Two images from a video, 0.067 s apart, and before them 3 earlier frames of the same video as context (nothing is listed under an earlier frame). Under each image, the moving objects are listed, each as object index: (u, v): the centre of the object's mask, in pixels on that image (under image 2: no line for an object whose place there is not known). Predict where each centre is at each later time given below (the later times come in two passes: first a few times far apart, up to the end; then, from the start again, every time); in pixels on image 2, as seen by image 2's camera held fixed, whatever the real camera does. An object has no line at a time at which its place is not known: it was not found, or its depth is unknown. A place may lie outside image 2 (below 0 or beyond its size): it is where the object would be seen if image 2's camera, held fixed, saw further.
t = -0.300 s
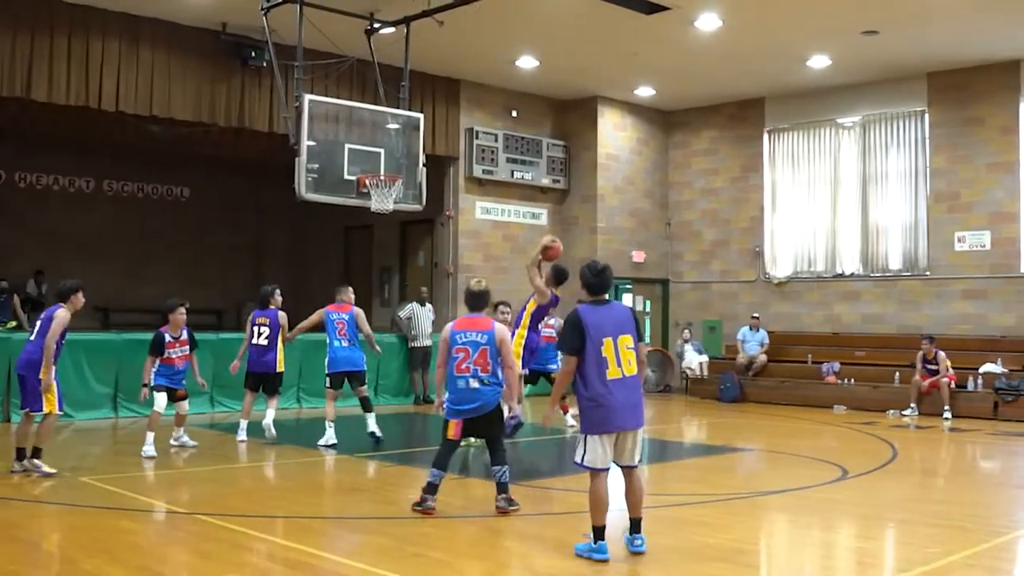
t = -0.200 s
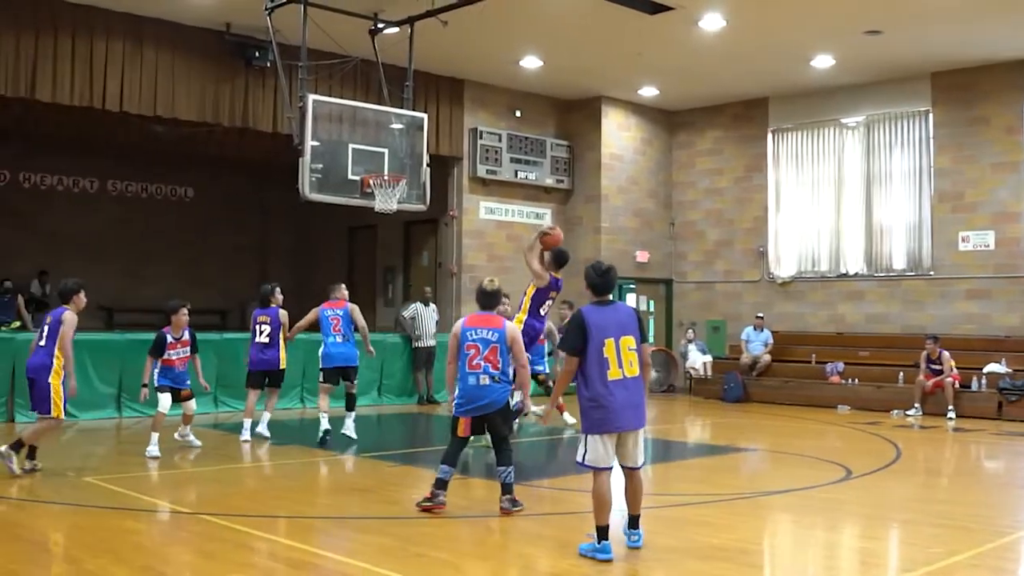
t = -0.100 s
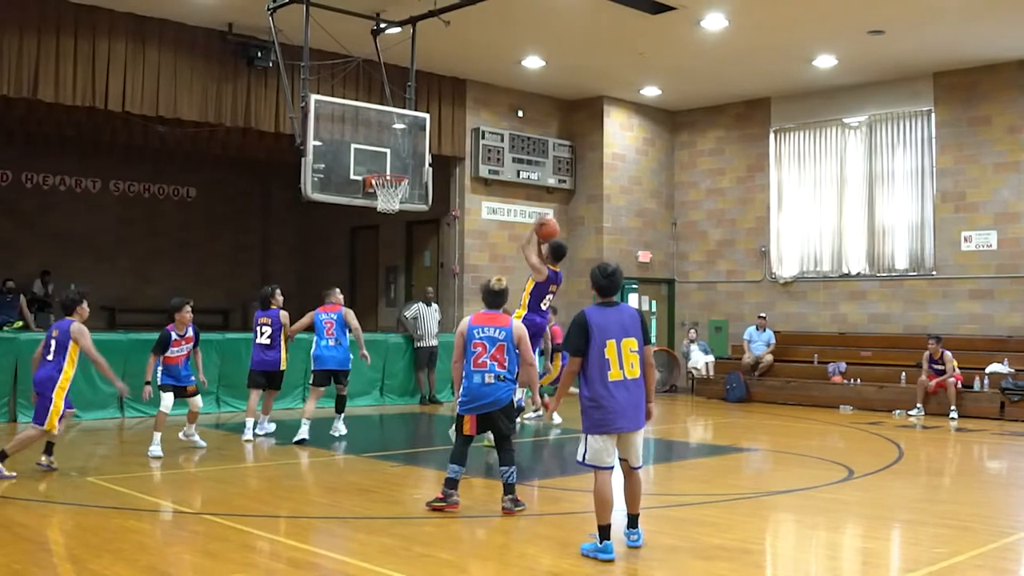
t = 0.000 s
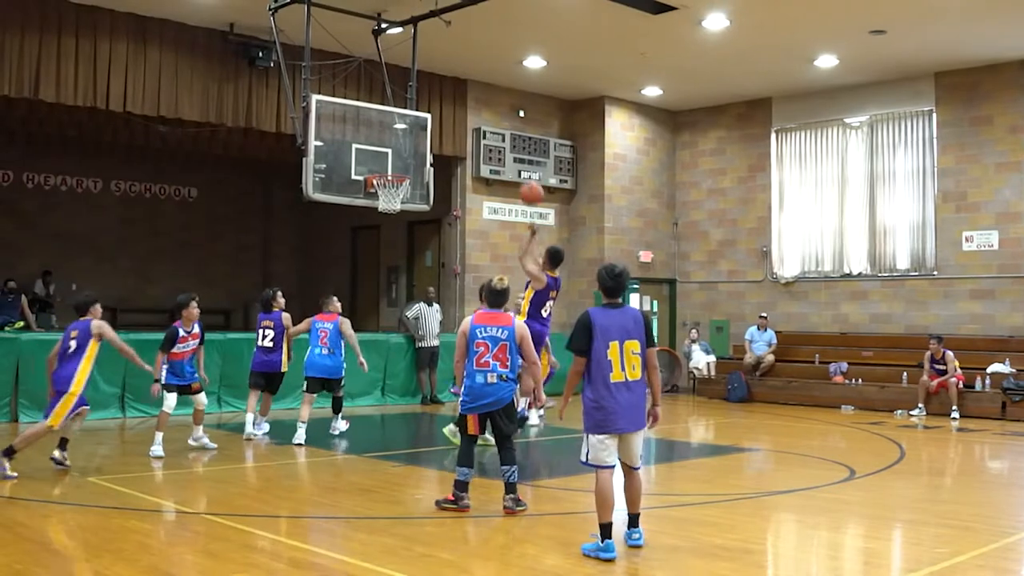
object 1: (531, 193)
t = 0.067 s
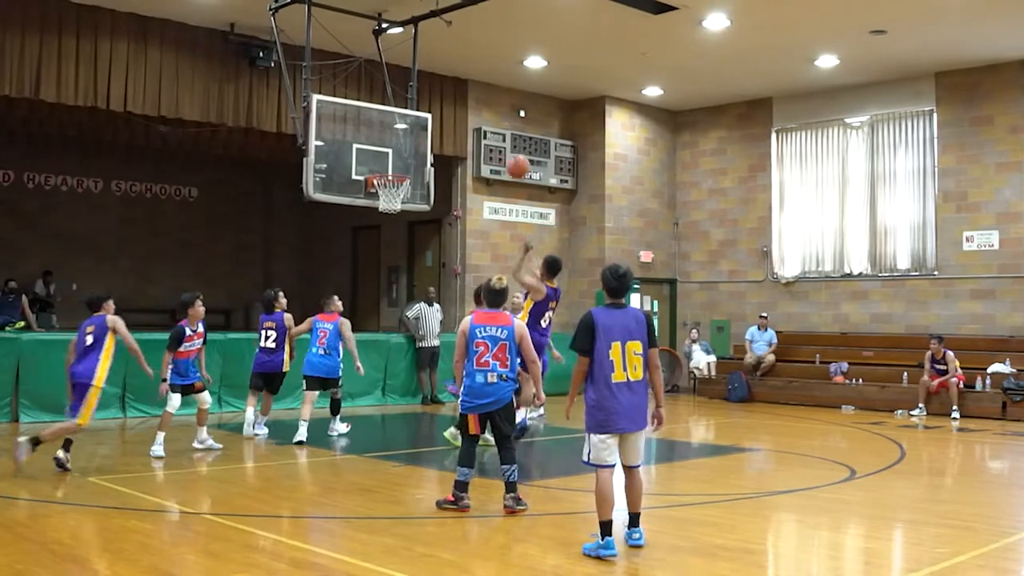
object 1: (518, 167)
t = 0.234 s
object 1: (486, 123)
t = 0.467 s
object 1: (446, 109)
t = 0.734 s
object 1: (405, 147)
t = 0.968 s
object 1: (381, 203)
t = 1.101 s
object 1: (380, 220)
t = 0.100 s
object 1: (512, 156)
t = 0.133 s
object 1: (506, 146)
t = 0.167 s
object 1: (498, 137)
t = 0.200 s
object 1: (493, 130)
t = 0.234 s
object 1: (486, 123)
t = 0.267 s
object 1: (480, 118)
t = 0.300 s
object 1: (474, 114)
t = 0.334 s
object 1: (469, 111)
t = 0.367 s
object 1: (463, 109)
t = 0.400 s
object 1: (457, 109)
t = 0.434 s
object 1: (452, 108)
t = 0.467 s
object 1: (446, 109)
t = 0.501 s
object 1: (441, 110)
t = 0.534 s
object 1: (436, 114)
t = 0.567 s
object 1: (431, 118)
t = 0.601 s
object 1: (426, 122)
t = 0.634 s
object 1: (419, 128)
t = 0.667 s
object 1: (415, 133)
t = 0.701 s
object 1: (410, 140)
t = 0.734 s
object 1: (405, 147)
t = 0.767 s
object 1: (400, 156)
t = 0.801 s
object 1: (395, 165)
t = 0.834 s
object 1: (392, 173)
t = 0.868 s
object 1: (387, 184)
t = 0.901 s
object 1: (384, 195)
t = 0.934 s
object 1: (382, 201)
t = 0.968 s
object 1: (381, 203)
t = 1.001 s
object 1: (380, 205)
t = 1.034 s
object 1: (380, 209)
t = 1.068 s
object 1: (380, 215)
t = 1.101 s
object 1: (380, 220)
